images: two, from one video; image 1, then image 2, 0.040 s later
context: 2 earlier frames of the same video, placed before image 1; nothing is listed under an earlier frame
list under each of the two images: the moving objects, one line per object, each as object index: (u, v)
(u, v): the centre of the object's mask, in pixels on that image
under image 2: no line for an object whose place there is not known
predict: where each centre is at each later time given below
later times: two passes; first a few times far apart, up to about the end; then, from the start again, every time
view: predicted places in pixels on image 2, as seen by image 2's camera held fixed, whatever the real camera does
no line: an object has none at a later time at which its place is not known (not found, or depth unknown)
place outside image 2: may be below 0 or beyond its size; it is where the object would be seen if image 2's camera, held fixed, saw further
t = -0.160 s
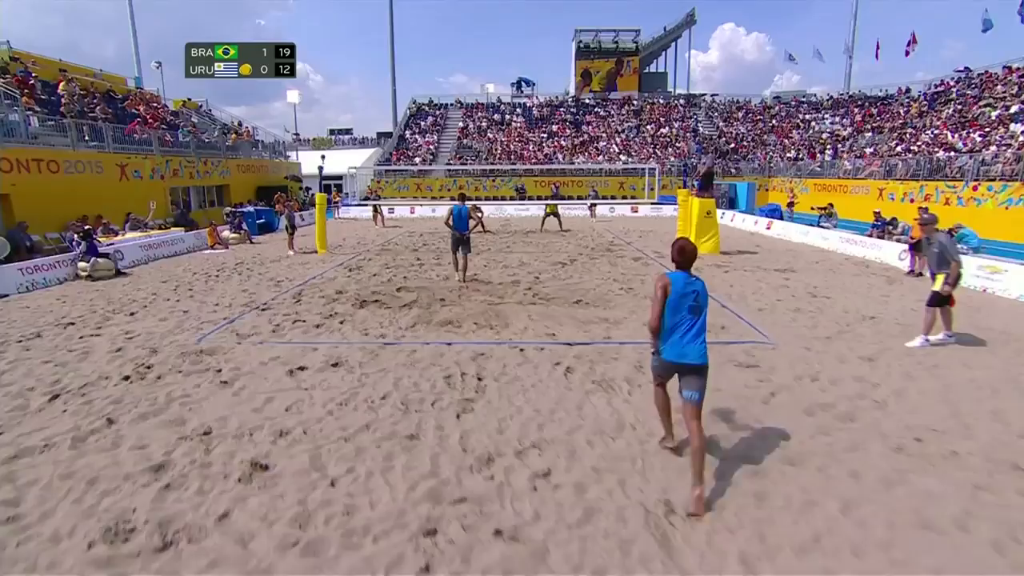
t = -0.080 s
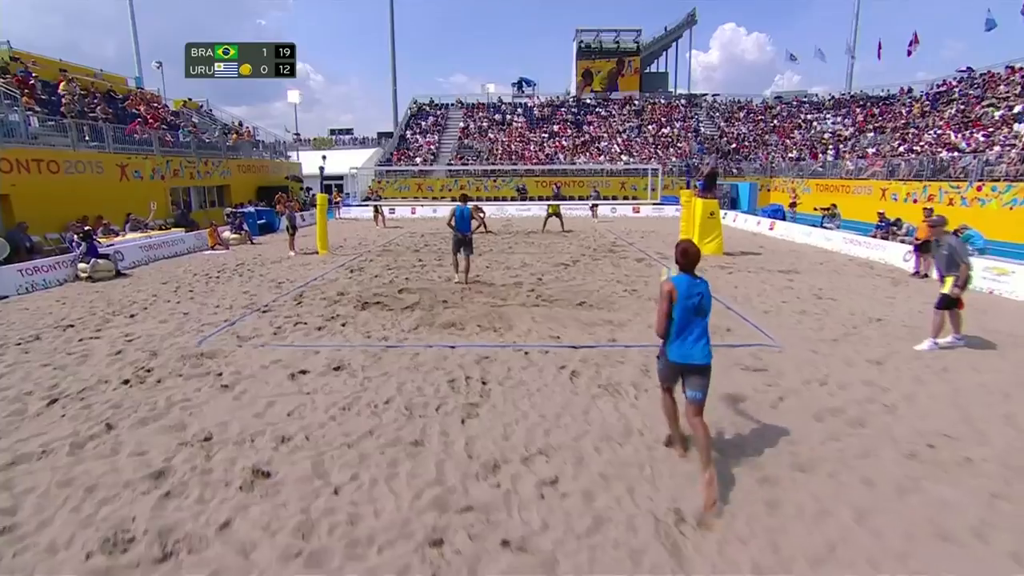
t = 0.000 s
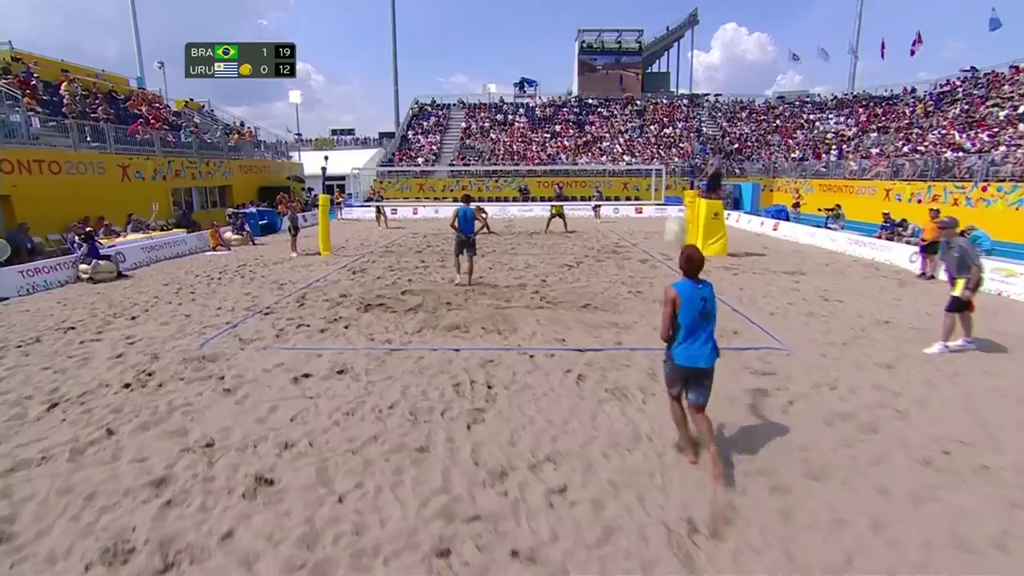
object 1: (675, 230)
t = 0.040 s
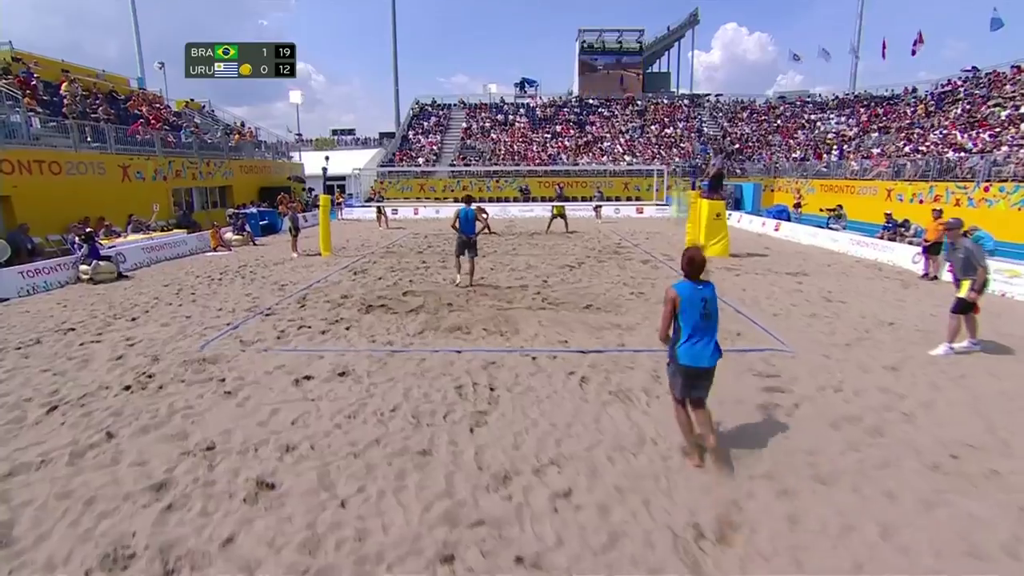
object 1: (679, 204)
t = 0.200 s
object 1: (686, 119)
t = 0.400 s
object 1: (698, 56)
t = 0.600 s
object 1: (712, 40)
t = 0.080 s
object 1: (681, 178)
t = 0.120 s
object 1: (682, 159)
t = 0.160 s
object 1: (684, 136)
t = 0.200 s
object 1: (686, 119)
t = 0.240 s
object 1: (689, 103)
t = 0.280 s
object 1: (692, 88)
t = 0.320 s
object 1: (695, 75)
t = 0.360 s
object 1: (696, 64)
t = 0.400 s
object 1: (698, 56)
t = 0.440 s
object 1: (702, 49)
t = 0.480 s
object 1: (705, 44)
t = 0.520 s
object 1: (707, 41)
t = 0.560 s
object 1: (709, 40)
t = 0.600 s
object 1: (712, 40)
